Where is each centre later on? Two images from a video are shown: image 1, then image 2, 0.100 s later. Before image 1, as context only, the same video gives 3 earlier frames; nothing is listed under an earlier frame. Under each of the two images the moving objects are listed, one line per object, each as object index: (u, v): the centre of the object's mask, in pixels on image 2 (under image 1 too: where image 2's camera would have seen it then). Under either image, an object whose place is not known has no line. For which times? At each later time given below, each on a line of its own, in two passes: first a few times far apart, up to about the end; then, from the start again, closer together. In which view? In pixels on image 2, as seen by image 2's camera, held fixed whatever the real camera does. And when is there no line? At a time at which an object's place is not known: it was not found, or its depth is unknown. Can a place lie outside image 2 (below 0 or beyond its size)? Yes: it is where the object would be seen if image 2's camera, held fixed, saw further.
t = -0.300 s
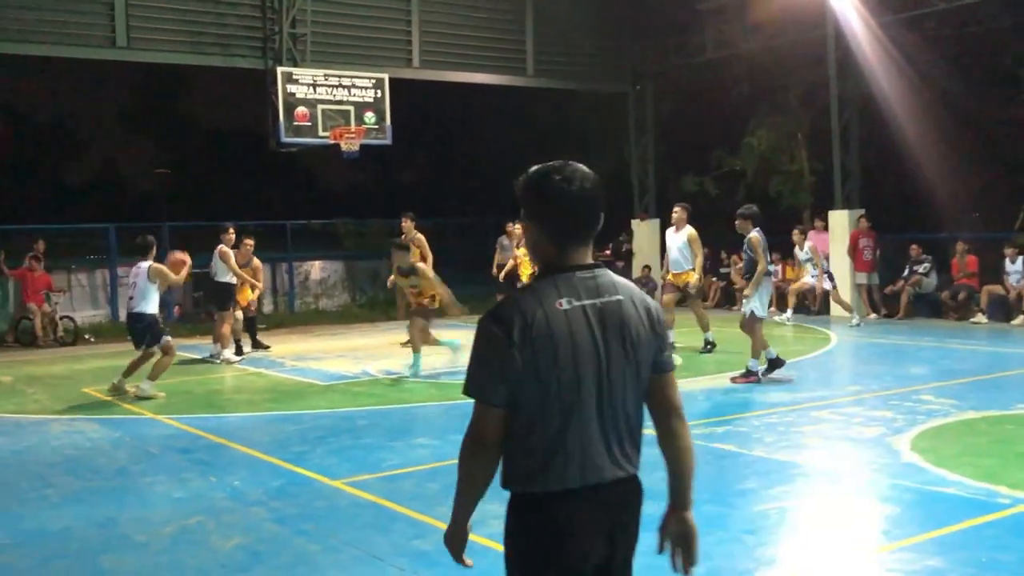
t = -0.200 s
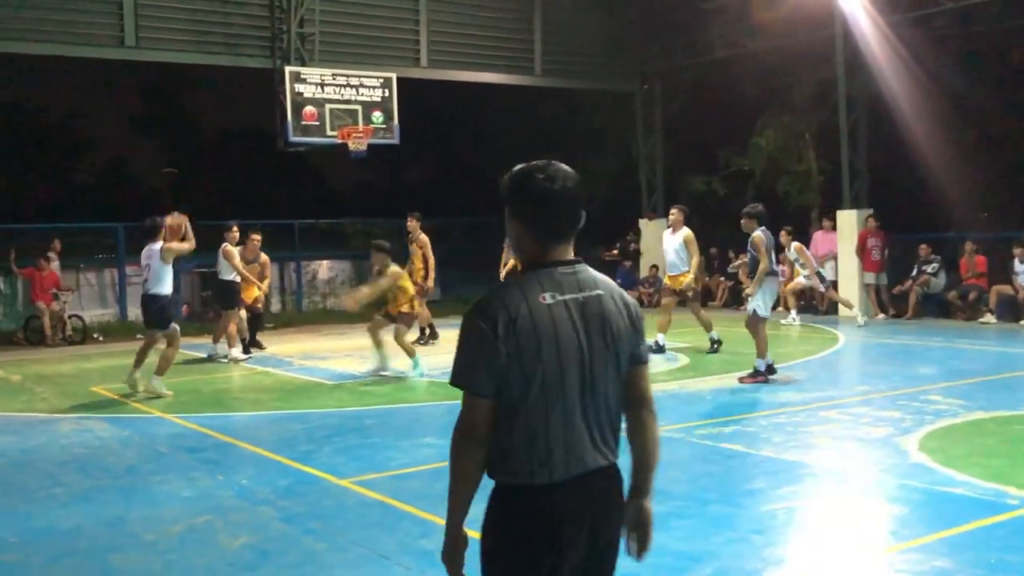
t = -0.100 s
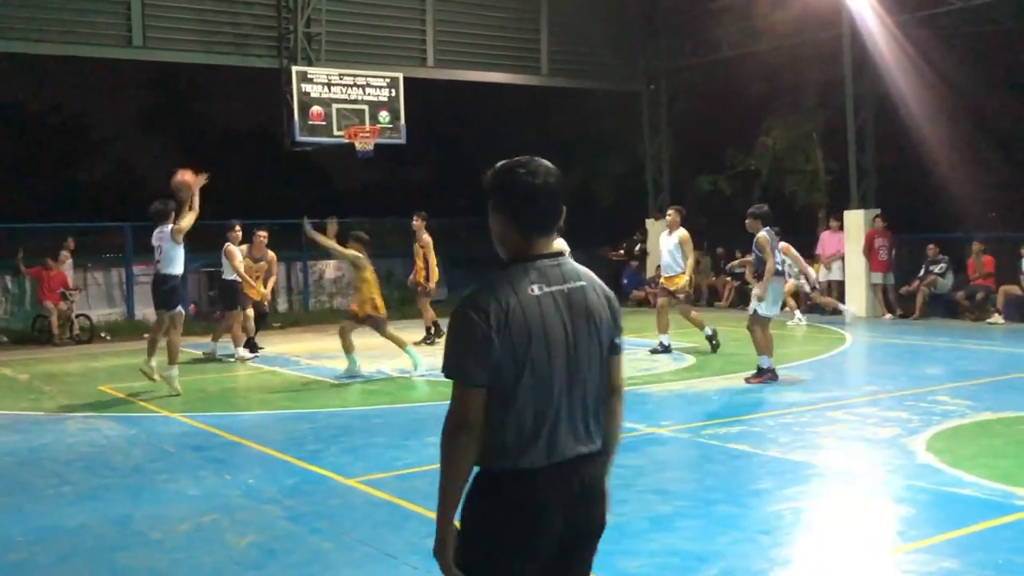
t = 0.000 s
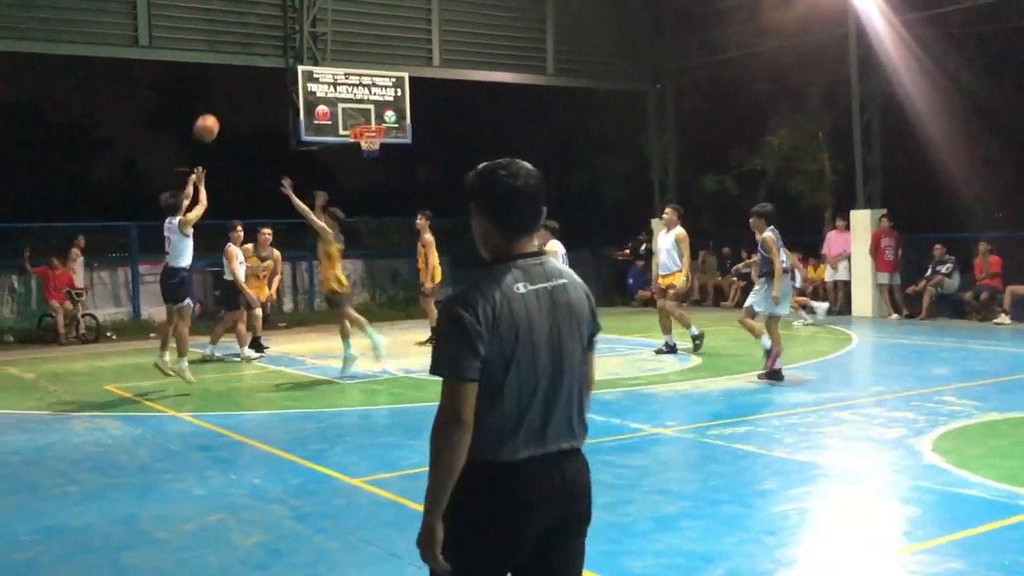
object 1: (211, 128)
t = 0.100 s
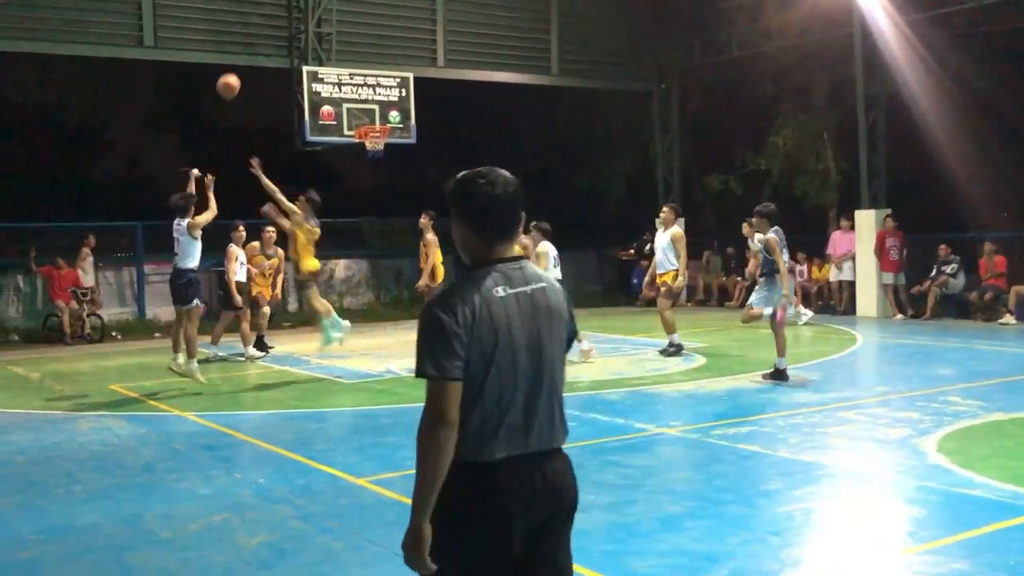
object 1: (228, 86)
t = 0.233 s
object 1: (249, 46)
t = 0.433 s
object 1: (280, 21)
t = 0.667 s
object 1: (312, 31)
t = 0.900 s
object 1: (340, 82)
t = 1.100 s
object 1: (340, 120)
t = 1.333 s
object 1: (280, 135)
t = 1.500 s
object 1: (241, 166)
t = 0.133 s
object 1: (233, 74)
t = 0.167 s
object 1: (239, 64)
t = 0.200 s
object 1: (245, 54)
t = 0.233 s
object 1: (249, 46)
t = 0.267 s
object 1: (255, 39)
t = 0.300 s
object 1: (260, 34)
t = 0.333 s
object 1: (264, 29)
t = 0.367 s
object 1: (270, 26)
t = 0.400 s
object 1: (275, 23)
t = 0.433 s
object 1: (280, 21)
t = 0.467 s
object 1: (284, 21)
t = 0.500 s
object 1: (288, 21)
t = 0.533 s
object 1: (294, 22)
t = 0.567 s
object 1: (298, 24)
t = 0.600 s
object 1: (302, 25)
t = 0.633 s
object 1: (307, 28)
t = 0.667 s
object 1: (312, 31)
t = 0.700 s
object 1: (316, 37)
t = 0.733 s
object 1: (320, 43)
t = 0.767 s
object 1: (324, 49)
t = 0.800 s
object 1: (328, 55)
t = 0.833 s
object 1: (332, 63)
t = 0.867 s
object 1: (335, 72)
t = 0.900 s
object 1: (340, 82)
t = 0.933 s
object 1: (343, 90)
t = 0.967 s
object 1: (348, 101)
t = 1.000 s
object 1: (351, 111)
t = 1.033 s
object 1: (354, 121)
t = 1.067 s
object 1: (348, 121)
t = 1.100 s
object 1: (340, 120)
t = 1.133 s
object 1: (332, 121)
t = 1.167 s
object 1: (320, 122)
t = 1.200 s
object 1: (312, 123)
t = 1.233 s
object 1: (303, 125)
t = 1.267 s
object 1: (295, 128)
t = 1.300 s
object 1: (288, 131)
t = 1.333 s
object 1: (280, 135)
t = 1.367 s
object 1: (272, 139)
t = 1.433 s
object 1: (256, 151)
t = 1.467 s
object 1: (249, 158)
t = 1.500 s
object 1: (241, 166)
